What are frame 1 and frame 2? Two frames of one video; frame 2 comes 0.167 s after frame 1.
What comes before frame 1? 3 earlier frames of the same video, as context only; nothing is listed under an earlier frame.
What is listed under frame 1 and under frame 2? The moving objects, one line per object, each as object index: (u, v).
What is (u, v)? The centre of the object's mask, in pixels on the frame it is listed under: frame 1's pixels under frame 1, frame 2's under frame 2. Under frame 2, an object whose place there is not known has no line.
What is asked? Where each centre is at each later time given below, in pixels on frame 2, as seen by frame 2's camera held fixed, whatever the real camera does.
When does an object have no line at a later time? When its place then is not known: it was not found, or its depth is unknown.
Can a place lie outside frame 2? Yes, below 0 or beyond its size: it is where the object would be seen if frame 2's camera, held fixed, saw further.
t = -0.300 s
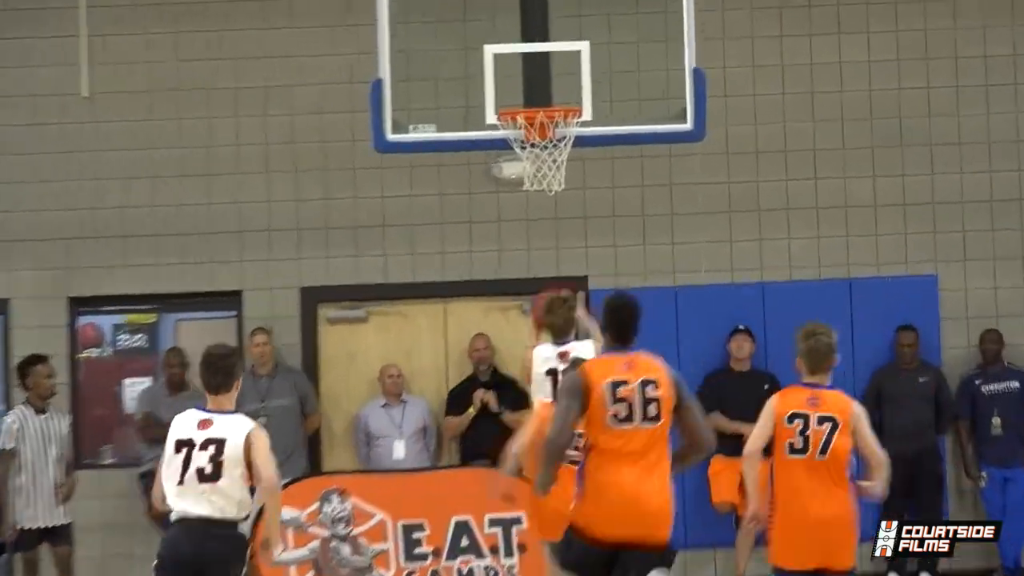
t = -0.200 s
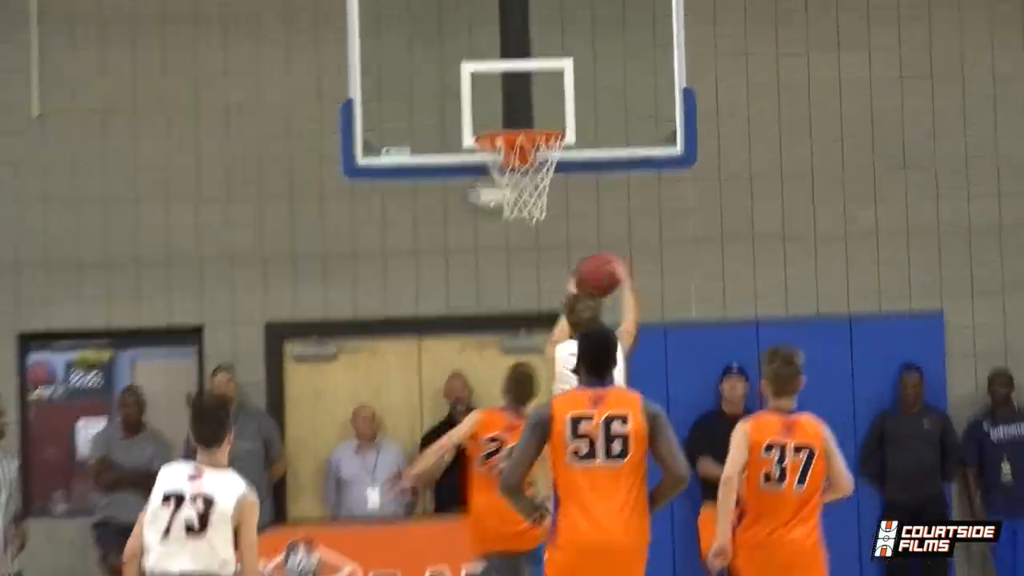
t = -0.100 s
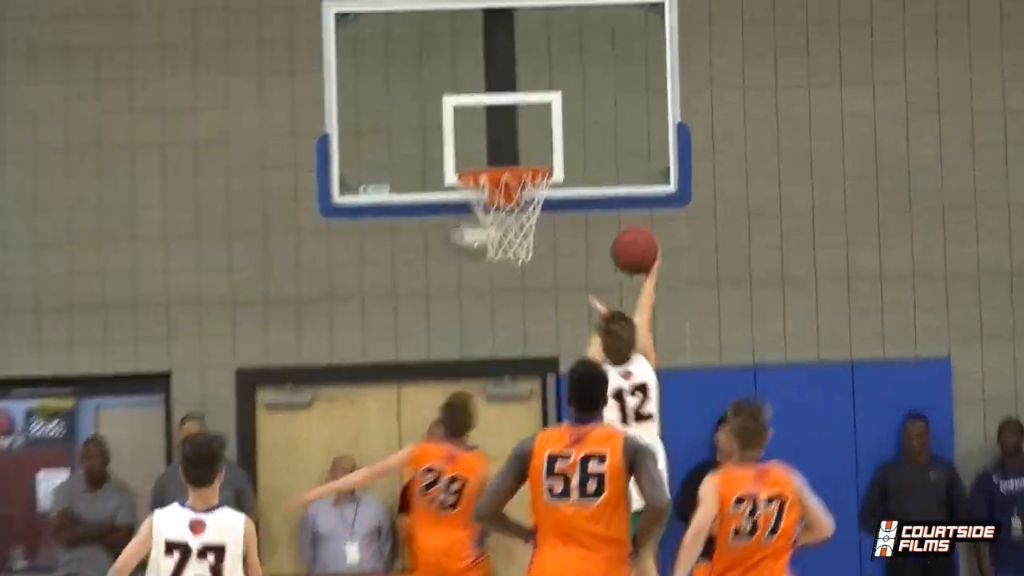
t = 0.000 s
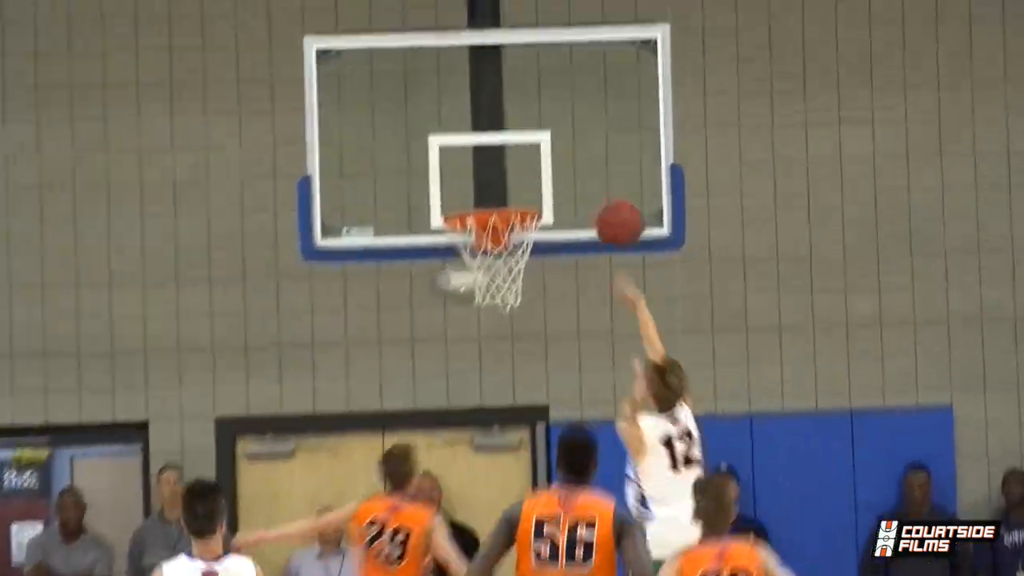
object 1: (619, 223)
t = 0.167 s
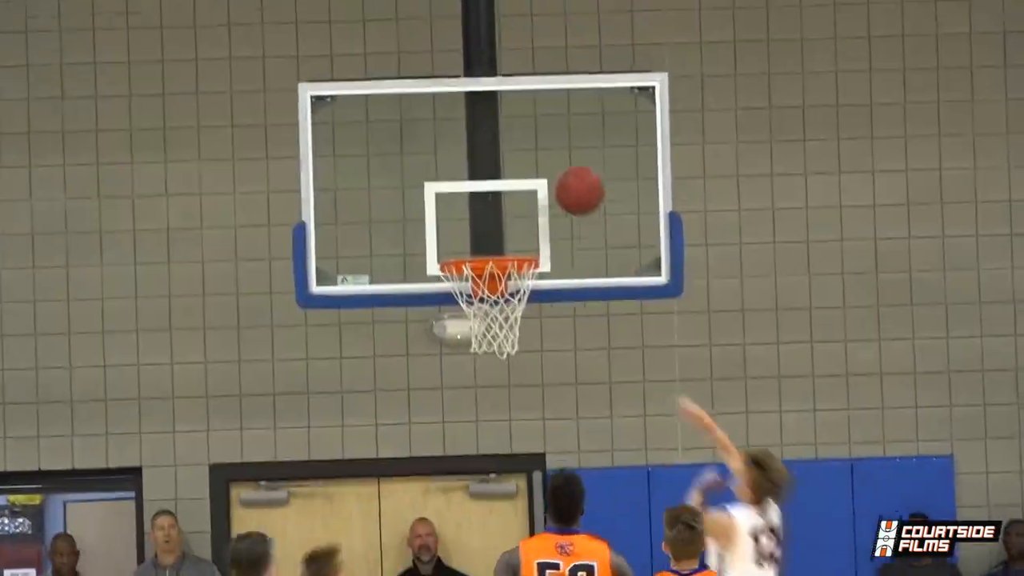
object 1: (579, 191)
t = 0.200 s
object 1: (572, 180)
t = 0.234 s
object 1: (565, 173)
